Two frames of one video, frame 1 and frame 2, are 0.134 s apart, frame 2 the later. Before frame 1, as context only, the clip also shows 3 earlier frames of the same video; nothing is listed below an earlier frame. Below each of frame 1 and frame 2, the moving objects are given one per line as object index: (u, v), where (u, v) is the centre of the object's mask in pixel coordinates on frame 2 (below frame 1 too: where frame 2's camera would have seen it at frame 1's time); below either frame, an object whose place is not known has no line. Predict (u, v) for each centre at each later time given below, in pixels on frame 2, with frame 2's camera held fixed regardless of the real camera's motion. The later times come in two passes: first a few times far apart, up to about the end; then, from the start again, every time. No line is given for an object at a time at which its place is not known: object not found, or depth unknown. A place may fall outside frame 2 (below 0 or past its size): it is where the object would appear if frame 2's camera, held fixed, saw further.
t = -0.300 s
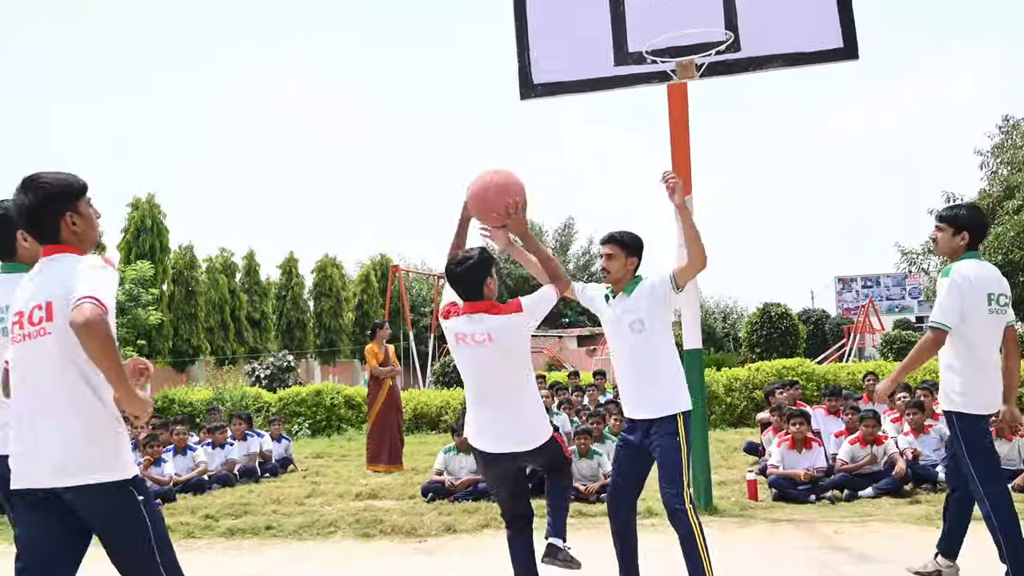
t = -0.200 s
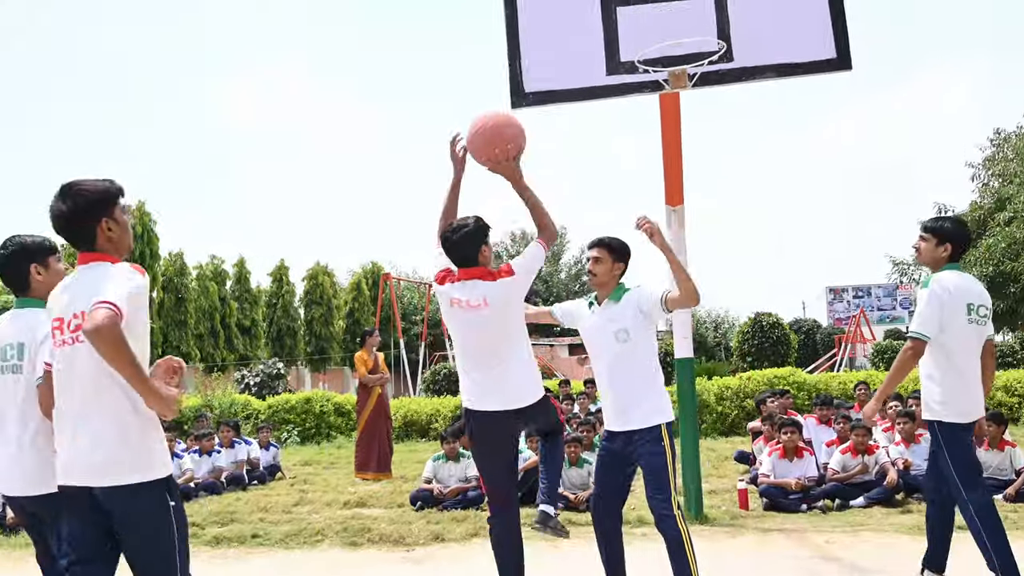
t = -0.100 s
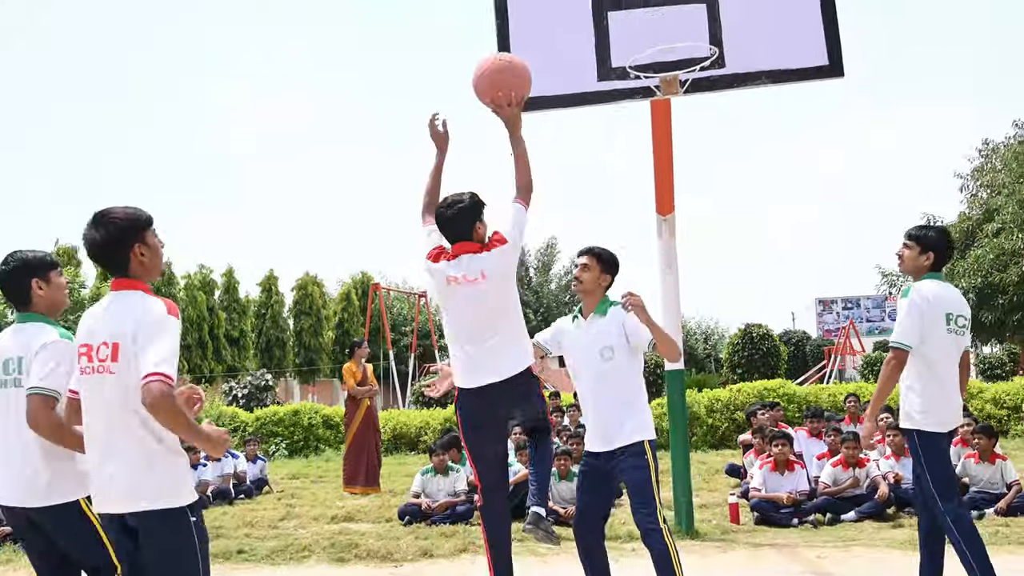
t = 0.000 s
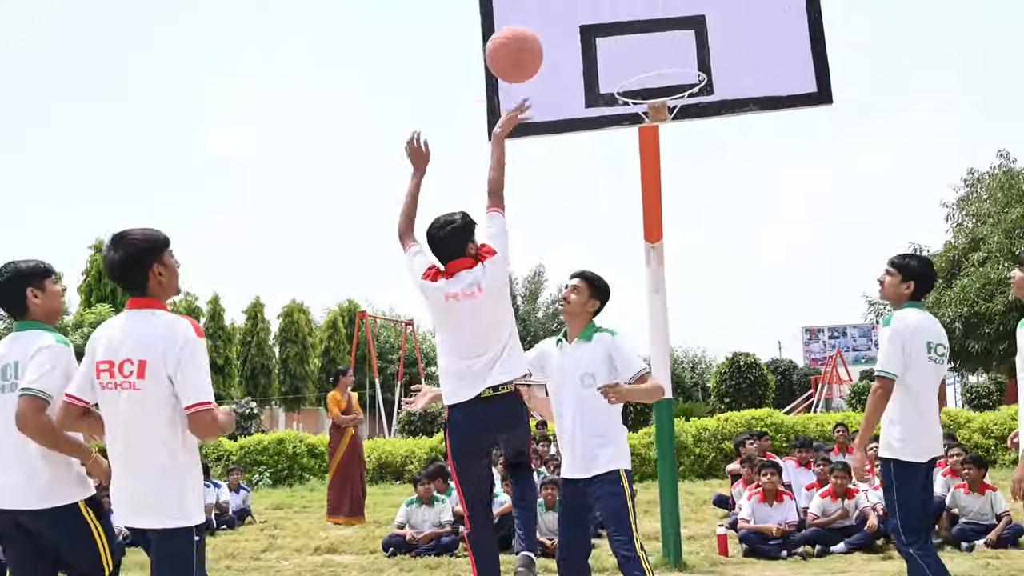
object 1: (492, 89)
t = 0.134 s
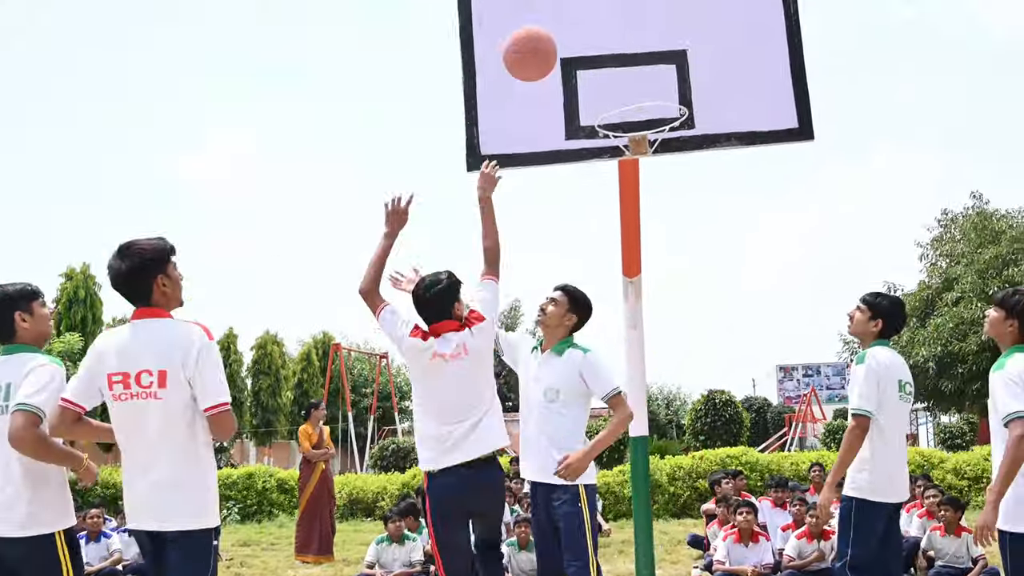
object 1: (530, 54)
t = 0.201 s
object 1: (547, 44)
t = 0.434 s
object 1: (580, 101)
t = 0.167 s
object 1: (538, 45)
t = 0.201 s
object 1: (547, 44)
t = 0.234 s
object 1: (555, 47)
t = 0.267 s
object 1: (563, 48)
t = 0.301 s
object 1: (571, 63)
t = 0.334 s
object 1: (579, 74)
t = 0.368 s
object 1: (586, 91)
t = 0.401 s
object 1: (586, 98)
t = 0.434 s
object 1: (580, 101)
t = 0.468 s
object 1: (575, 110)
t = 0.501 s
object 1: (569, 114)
